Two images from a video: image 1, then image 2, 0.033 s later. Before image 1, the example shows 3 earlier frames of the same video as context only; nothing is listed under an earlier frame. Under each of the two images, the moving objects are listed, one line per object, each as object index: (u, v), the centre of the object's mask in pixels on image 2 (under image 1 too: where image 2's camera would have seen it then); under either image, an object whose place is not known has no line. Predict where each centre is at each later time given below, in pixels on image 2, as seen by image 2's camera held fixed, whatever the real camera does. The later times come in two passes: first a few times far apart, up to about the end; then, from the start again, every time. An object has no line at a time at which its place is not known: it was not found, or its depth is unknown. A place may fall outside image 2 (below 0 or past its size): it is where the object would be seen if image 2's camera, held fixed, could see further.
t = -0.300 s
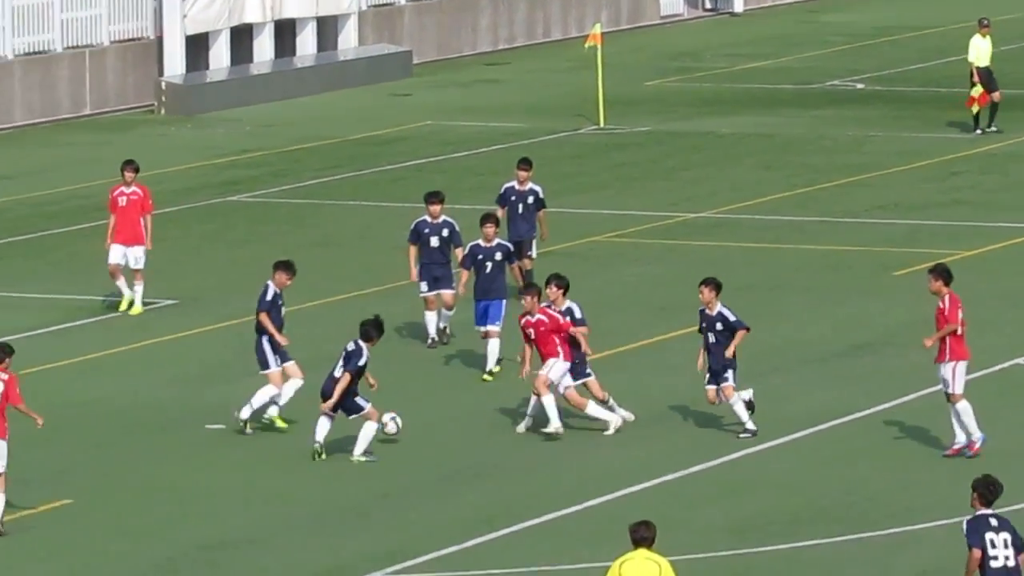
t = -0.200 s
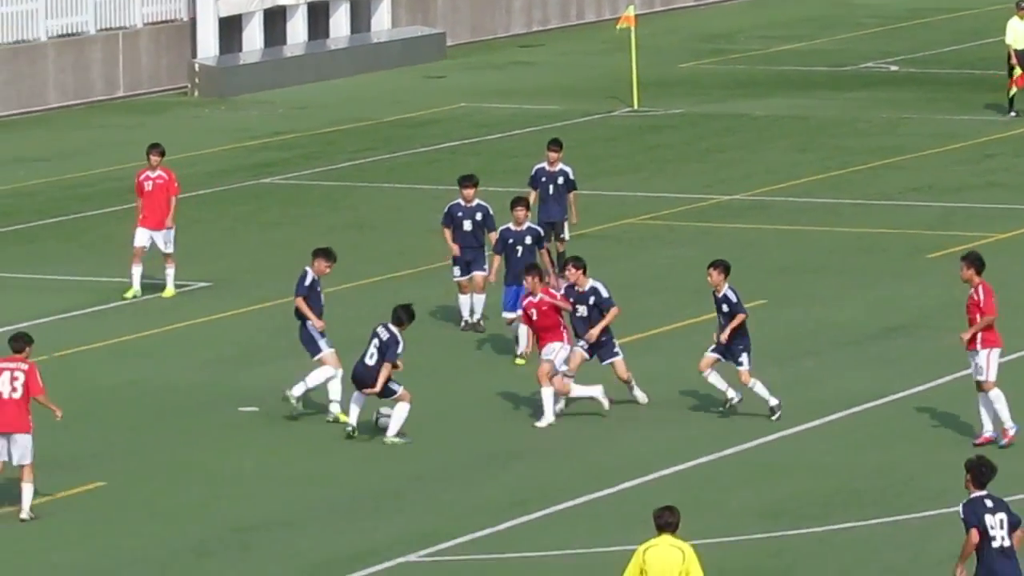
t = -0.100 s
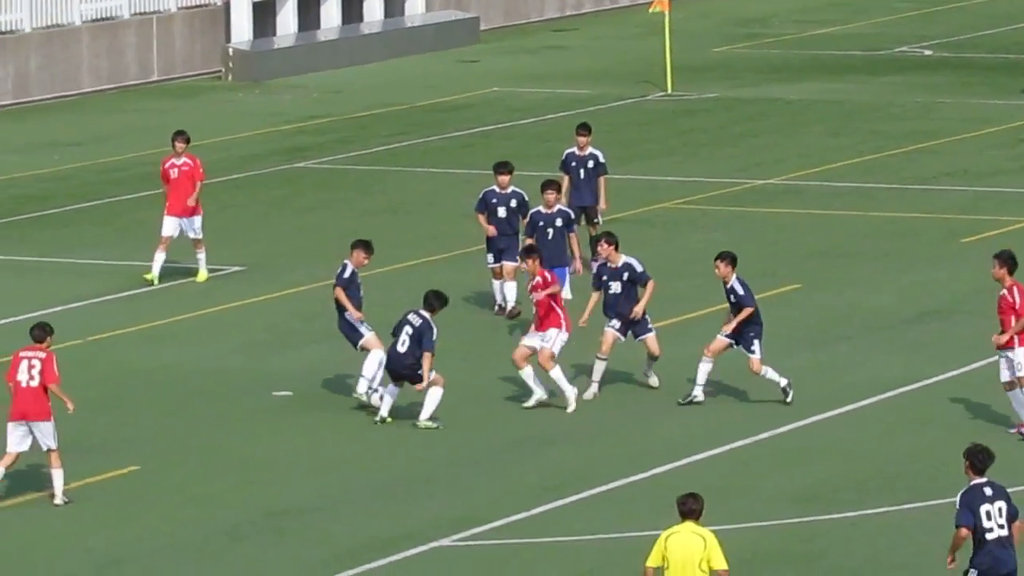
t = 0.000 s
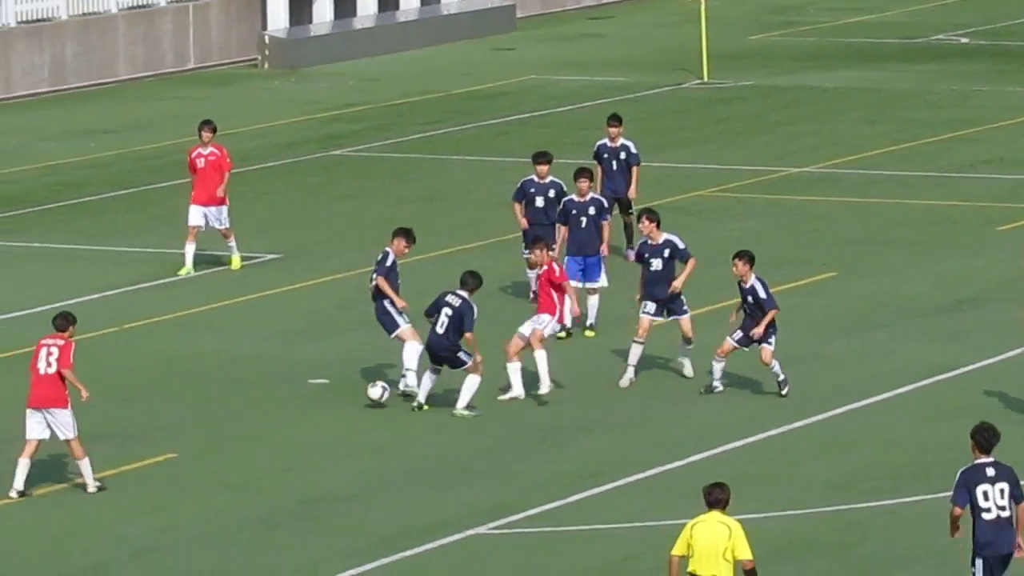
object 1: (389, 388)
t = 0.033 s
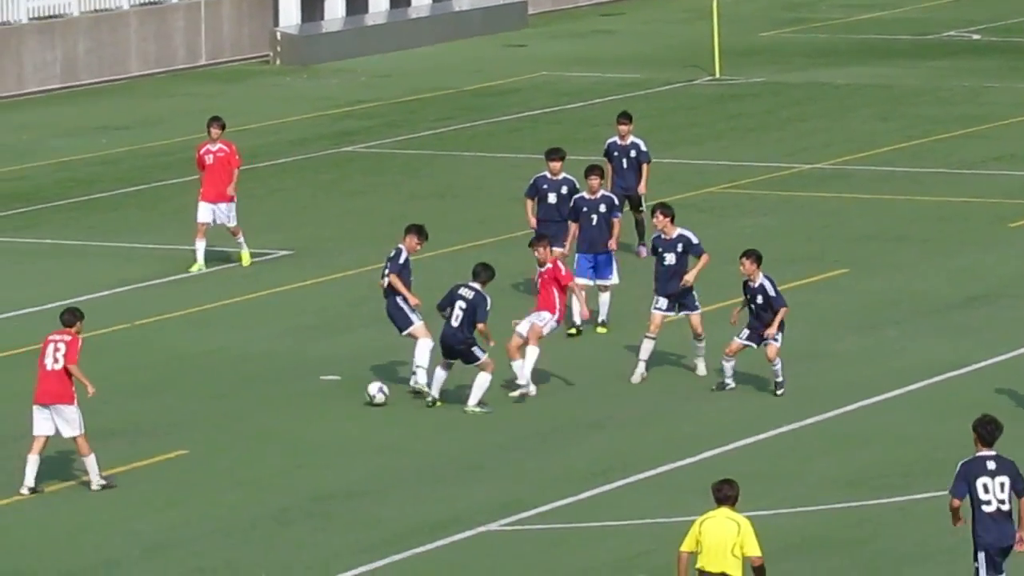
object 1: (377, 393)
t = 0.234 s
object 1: (303, 395)
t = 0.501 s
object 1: (206, 409)
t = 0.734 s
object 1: (118, 417)
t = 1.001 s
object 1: (20, 427)
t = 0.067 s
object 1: (365, 395)
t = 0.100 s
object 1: (353, 394)
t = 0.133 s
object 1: (340, 393)
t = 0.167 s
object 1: (329, 391)
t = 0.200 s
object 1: (316, 393)
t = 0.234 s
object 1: (303, 395)
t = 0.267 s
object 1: (292, 399)
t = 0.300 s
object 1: (279, 403)
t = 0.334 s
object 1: (267, 401)
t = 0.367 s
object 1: (255, 400)
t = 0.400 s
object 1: (243, 401)
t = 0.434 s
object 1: (230, 402)
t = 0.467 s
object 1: (218, 406)
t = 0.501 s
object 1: (206, 409)
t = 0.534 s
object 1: (193, 409)
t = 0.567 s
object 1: (181, 410)
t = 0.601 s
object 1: (168, 412)
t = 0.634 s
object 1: (156, 413)
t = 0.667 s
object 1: (143, 414)
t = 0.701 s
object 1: (131, 414)
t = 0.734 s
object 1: (118, 417)
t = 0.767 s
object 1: (107, 419)
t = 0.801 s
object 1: (94, 419)
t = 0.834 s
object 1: (82, 420)
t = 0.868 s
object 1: (70, 421)
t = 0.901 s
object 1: (58, 423)
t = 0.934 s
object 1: (45, 425)
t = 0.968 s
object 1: (32, 425)
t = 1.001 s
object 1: (20, 427)
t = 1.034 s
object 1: (7, 428)
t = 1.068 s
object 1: (-5, 430)
